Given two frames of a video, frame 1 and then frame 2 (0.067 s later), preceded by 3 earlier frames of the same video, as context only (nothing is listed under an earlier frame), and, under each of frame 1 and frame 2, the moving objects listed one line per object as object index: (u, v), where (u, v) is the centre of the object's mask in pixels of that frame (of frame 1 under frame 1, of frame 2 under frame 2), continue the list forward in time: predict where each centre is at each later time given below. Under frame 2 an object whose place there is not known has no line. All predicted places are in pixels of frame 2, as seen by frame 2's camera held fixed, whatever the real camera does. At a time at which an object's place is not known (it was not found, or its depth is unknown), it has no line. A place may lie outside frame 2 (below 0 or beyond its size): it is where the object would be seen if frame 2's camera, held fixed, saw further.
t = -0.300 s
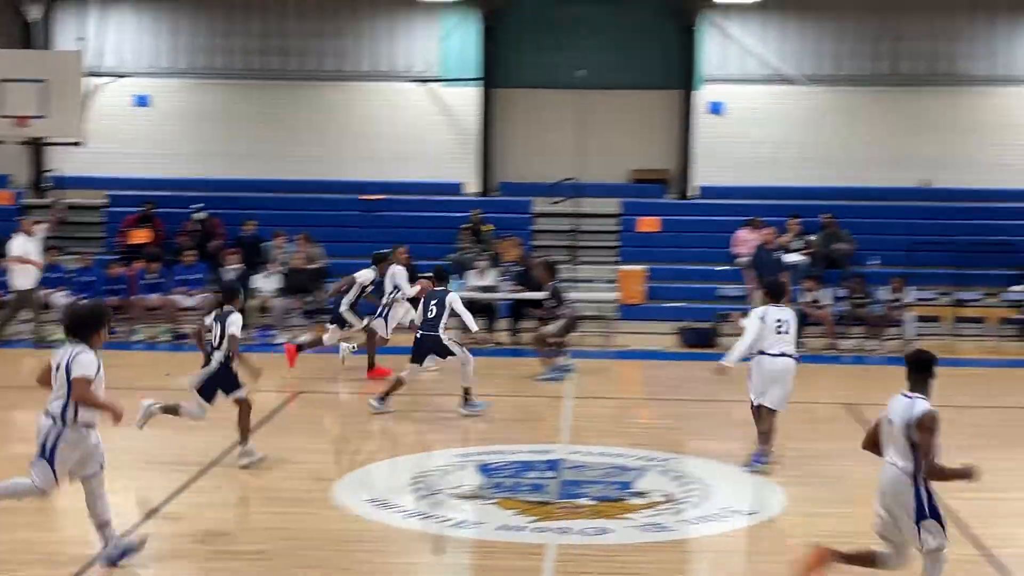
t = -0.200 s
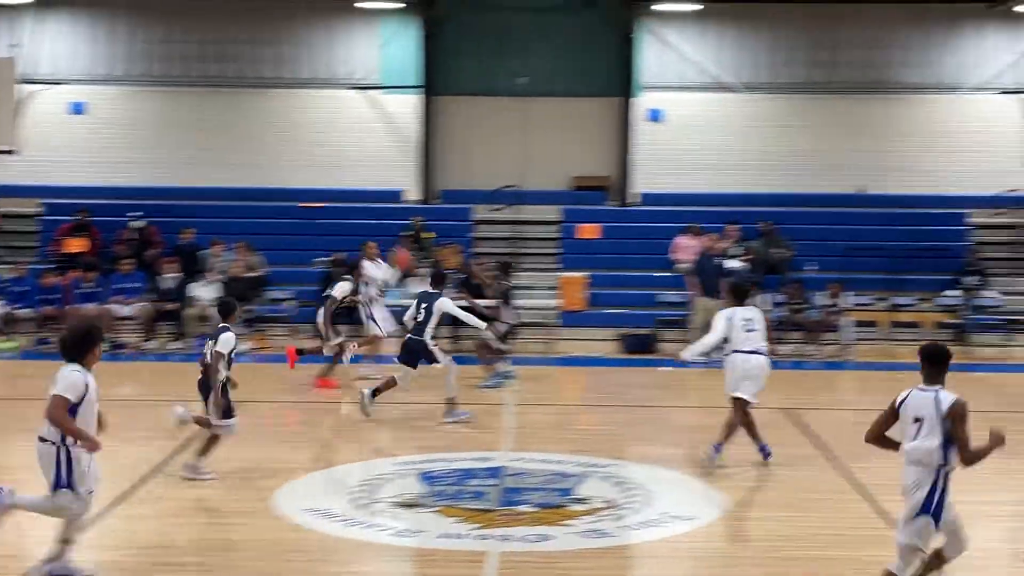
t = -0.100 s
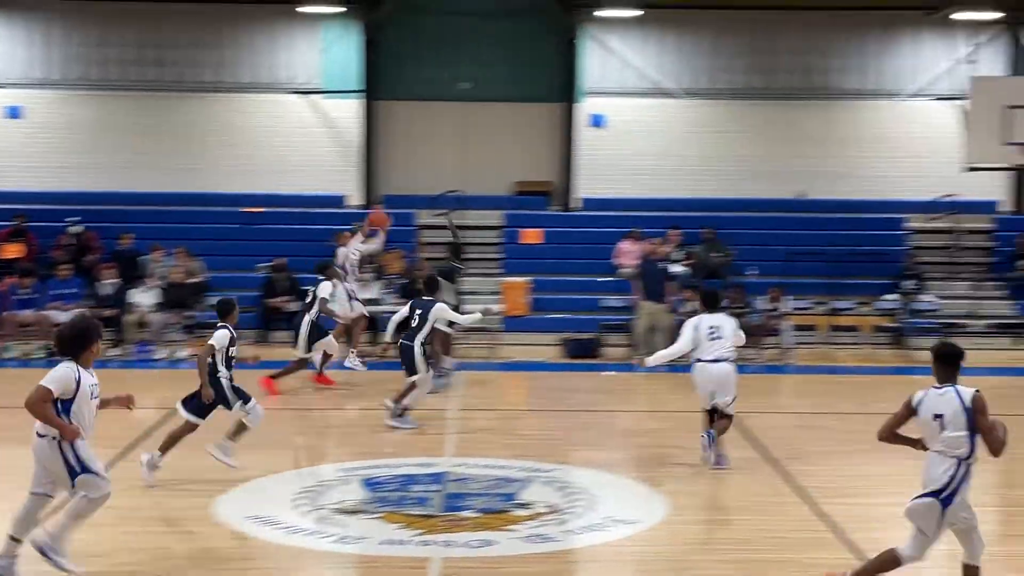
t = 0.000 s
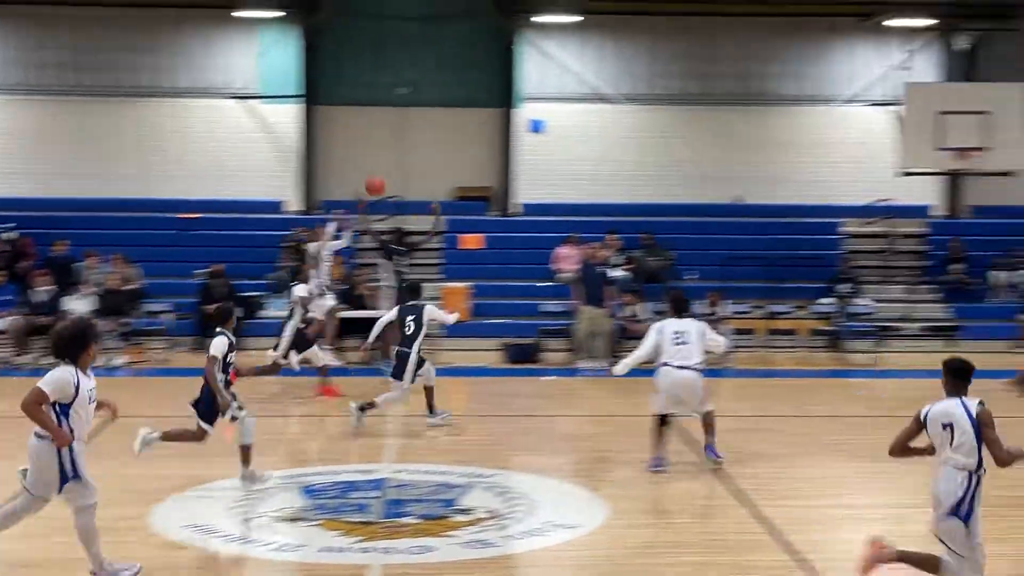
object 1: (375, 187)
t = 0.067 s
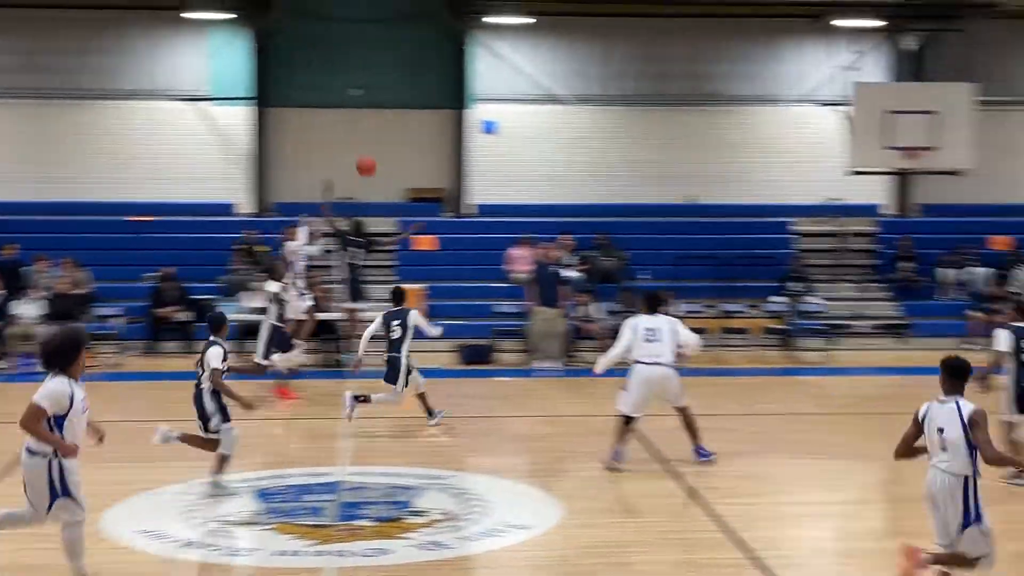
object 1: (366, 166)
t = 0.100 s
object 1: (386, 157)
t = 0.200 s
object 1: (448, 132)
